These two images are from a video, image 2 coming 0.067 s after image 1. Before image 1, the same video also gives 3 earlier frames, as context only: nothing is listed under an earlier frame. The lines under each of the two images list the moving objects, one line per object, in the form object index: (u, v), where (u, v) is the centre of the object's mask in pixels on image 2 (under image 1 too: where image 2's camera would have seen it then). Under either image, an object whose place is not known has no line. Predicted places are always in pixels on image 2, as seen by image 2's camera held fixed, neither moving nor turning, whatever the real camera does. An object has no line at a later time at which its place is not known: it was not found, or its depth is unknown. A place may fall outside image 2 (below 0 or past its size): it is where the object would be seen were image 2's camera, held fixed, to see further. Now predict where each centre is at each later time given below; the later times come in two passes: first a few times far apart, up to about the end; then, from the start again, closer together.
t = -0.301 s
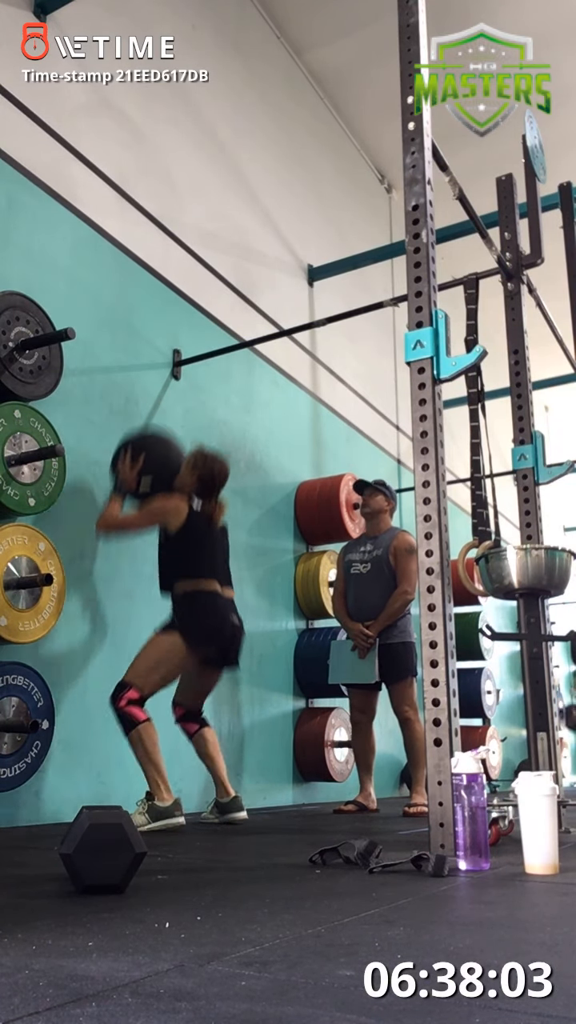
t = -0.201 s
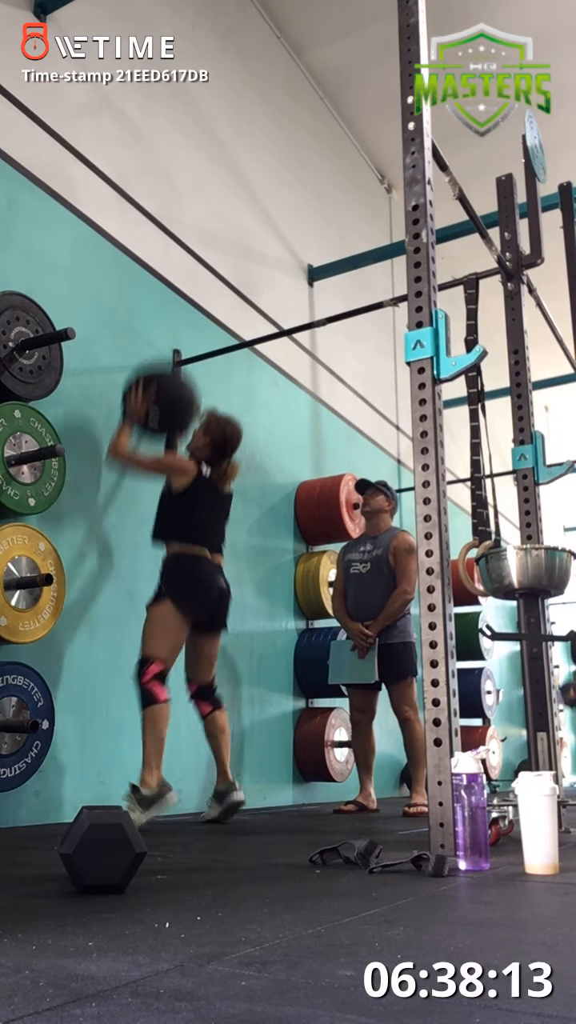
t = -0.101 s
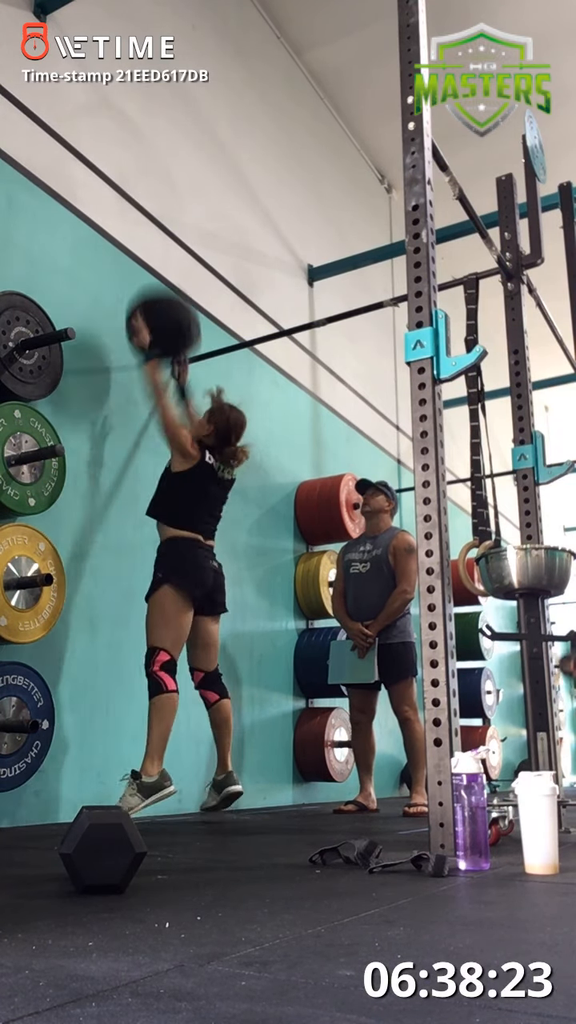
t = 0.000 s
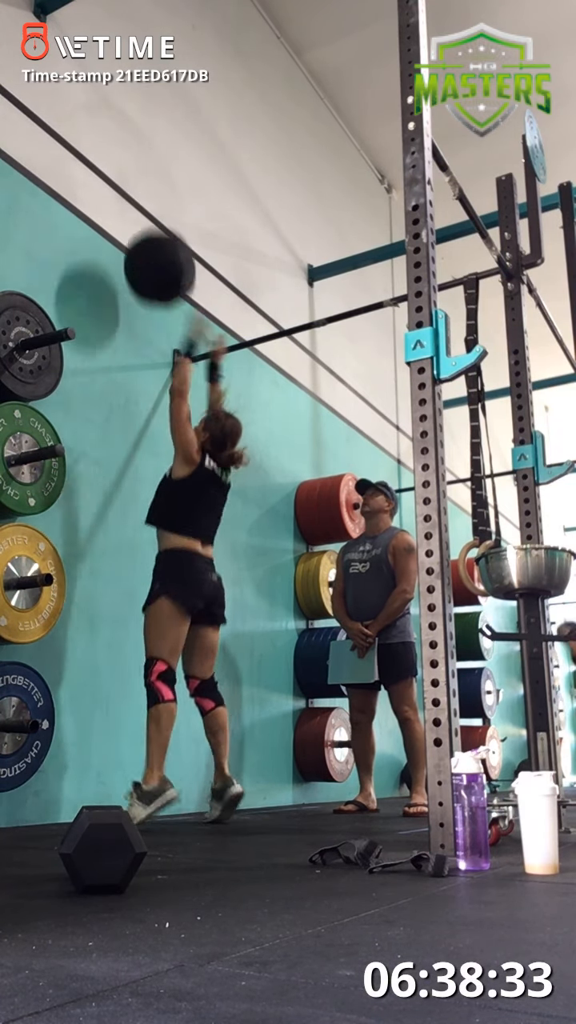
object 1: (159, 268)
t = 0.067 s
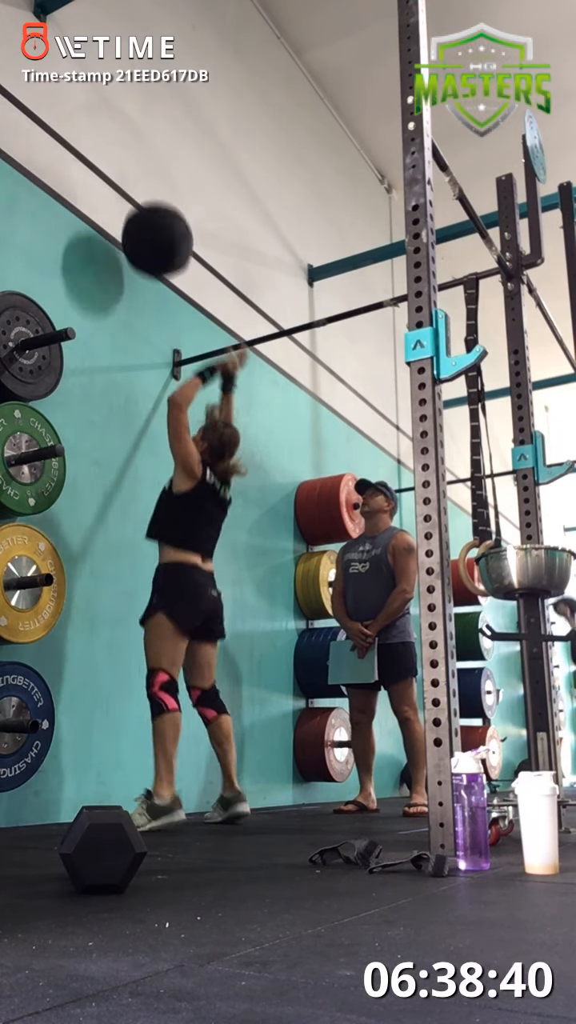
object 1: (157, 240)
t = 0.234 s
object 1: (149, 207)
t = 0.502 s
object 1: (152, 244)
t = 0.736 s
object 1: (154, 384)
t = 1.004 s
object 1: (149, 717)
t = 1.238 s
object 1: (151, 687)
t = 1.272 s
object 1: (151, 676)
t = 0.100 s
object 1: (156, 229)
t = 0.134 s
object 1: (154, 221)
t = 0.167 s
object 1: (153, 215)
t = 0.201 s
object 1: (151, 210)
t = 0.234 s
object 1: (149, 207)
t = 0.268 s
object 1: (147, 206)
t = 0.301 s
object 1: (146, 208)
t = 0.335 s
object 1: (146, 210)
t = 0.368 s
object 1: (147, 213)
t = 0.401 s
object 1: (149, 218)
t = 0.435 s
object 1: (150, 225)
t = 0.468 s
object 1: (151, 233)
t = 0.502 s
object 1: (152, 244)
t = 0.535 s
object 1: (153, 258)
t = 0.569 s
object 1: (153, 273)
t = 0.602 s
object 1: (154, 290)
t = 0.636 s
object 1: (154, 311)
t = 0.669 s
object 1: (155, 332)
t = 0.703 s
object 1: (155, 356)
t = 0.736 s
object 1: (154, 384)
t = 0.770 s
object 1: (155, 414)
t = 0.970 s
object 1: (149, 663)
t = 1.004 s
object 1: (149, 717)
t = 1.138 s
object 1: (149, 738)
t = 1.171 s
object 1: (150, 717)
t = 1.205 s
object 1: (150, 700)
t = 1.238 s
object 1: (151, 687)
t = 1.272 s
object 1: (151, 676)
